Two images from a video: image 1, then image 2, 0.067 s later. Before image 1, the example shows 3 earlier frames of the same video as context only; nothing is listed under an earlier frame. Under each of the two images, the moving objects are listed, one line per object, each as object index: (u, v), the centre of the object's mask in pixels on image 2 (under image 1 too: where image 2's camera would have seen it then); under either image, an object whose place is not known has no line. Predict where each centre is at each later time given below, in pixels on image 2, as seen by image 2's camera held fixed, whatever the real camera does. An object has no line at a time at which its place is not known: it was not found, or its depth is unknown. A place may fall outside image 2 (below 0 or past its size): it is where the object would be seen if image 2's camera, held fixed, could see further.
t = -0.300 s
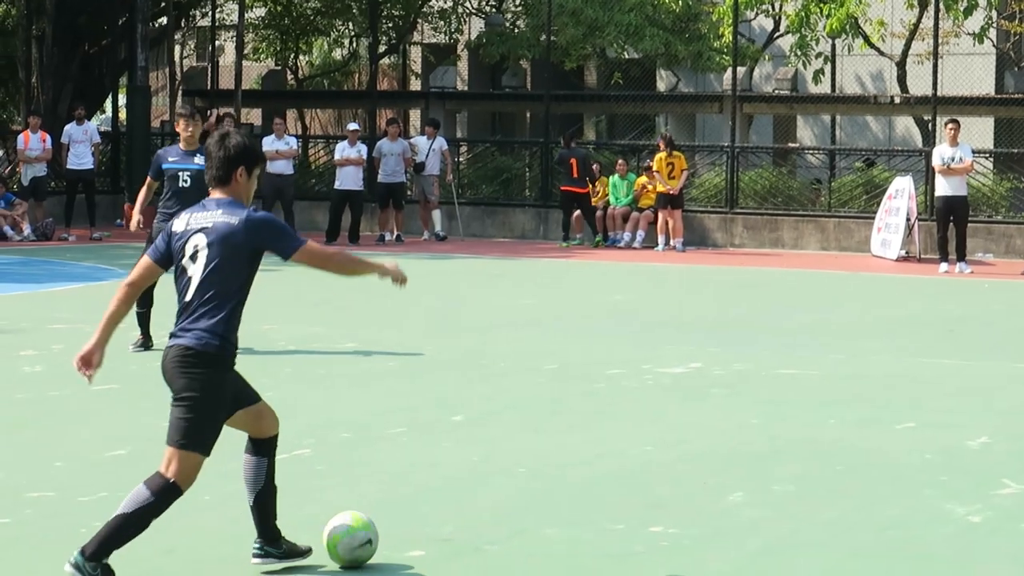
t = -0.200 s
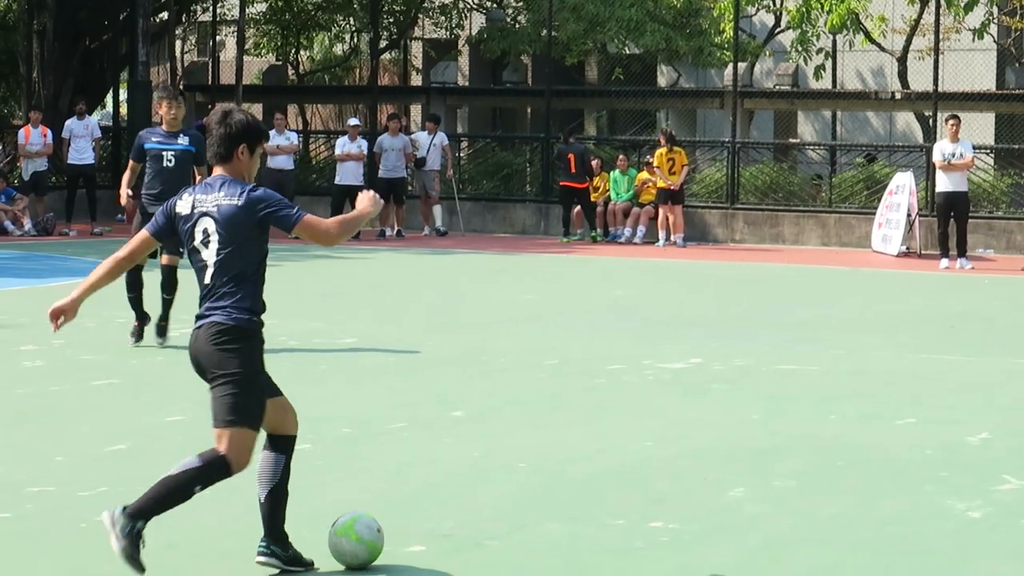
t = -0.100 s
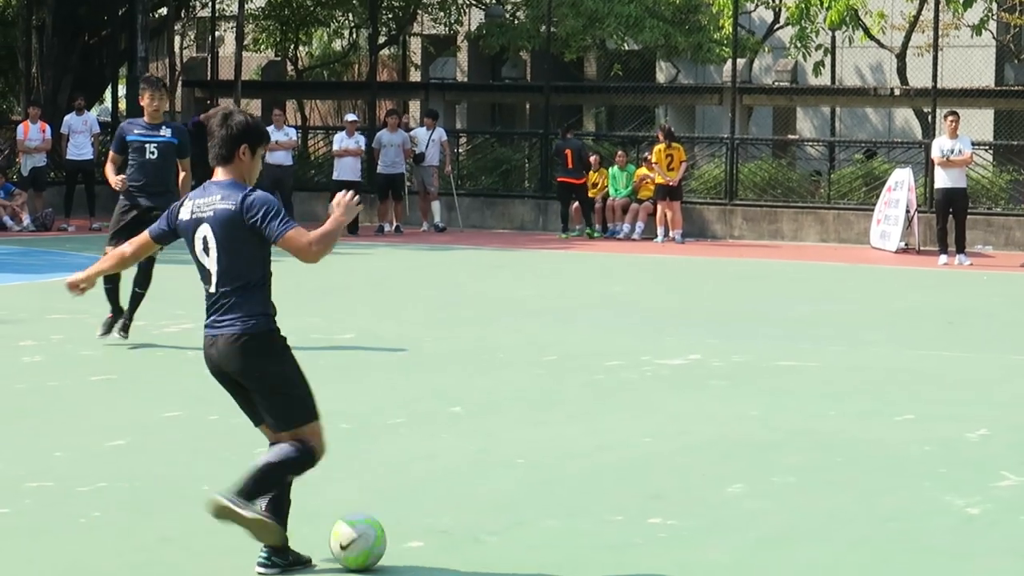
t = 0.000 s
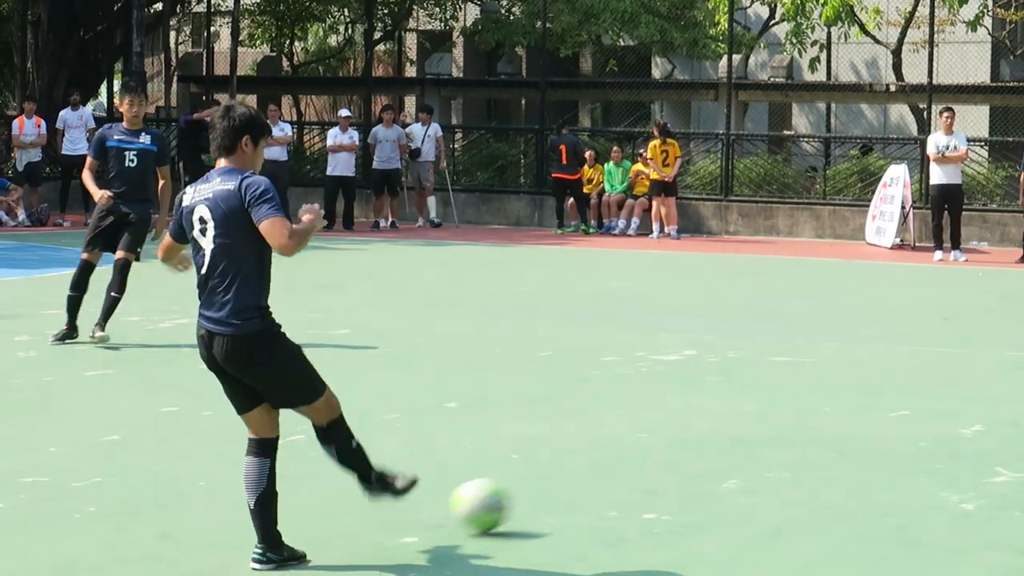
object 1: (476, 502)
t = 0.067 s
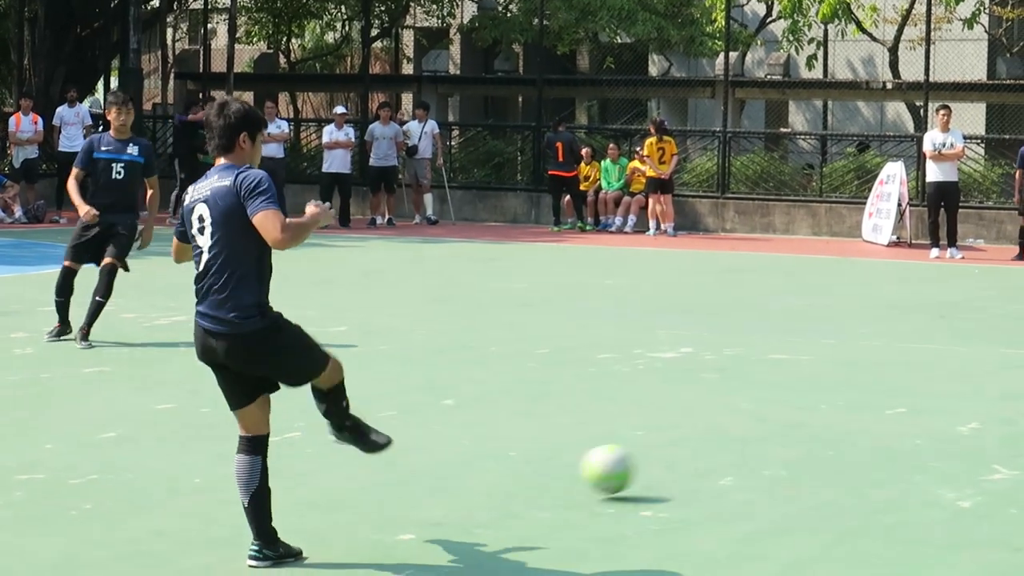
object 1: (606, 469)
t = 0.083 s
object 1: (637, 464)
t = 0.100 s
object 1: (664, 459)
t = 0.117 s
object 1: (692, 455)
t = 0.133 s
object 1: (717, 448)
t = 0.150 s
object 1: (740, 442)
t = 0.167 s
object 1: (762, 436)
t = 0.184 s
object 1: (781, 431)
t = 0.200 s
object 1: (801, 424)
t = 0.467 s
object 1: (1044, 368)
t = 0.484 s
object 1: (1056, 365)
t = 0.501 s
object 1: (1068, 362)
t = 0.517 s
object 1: (1081, 360)
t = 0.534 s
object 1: (1093, 360)
